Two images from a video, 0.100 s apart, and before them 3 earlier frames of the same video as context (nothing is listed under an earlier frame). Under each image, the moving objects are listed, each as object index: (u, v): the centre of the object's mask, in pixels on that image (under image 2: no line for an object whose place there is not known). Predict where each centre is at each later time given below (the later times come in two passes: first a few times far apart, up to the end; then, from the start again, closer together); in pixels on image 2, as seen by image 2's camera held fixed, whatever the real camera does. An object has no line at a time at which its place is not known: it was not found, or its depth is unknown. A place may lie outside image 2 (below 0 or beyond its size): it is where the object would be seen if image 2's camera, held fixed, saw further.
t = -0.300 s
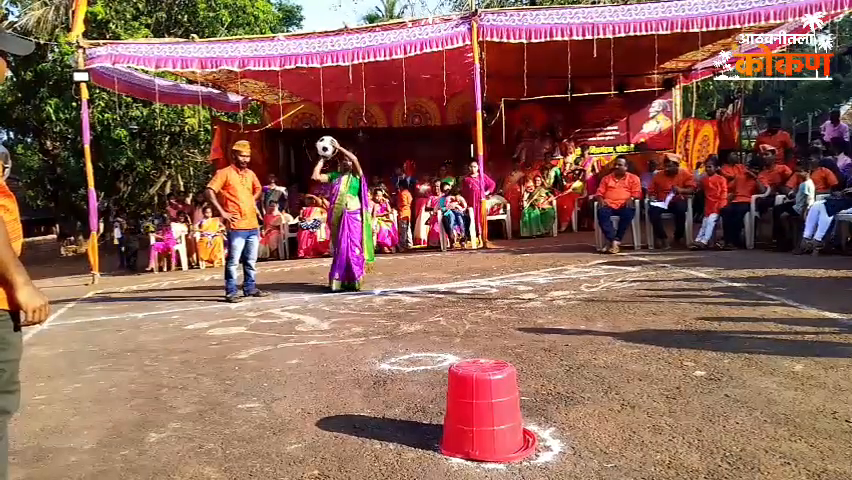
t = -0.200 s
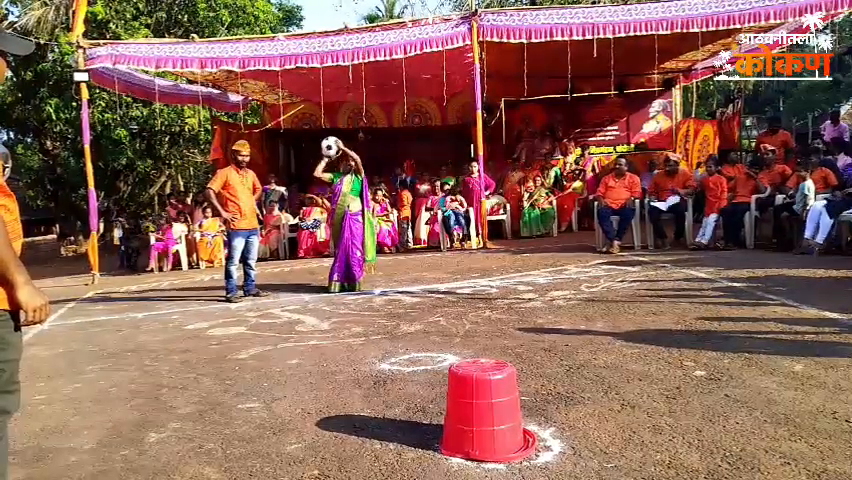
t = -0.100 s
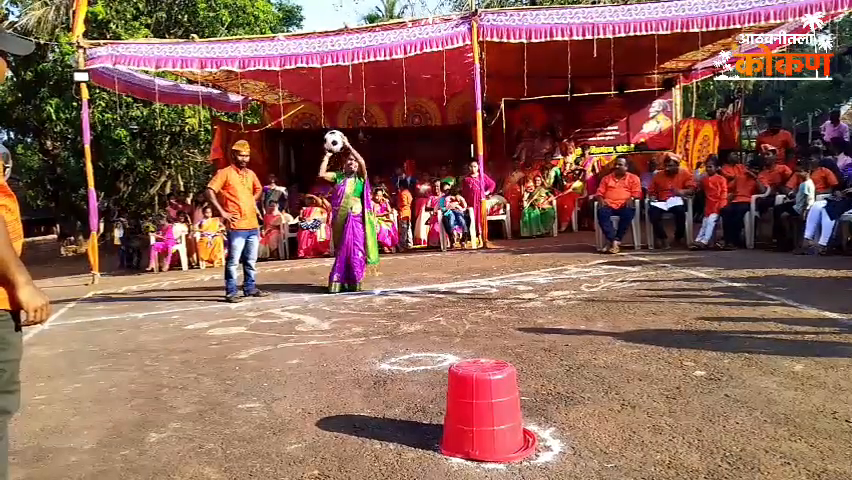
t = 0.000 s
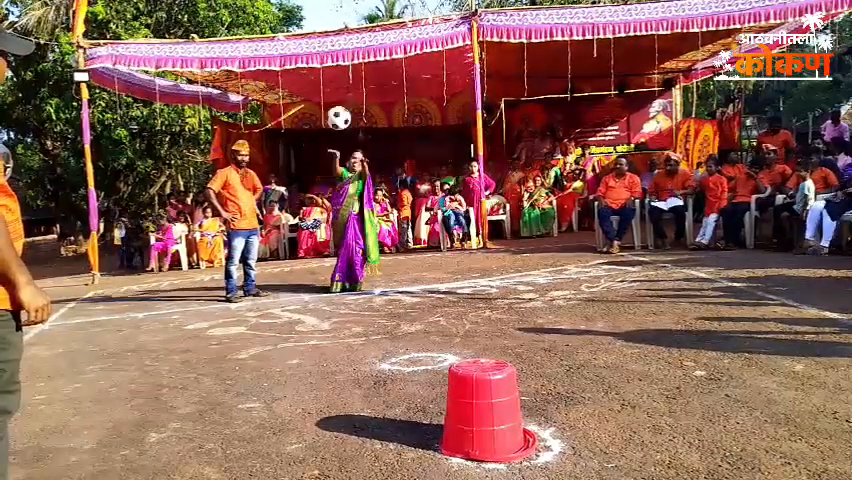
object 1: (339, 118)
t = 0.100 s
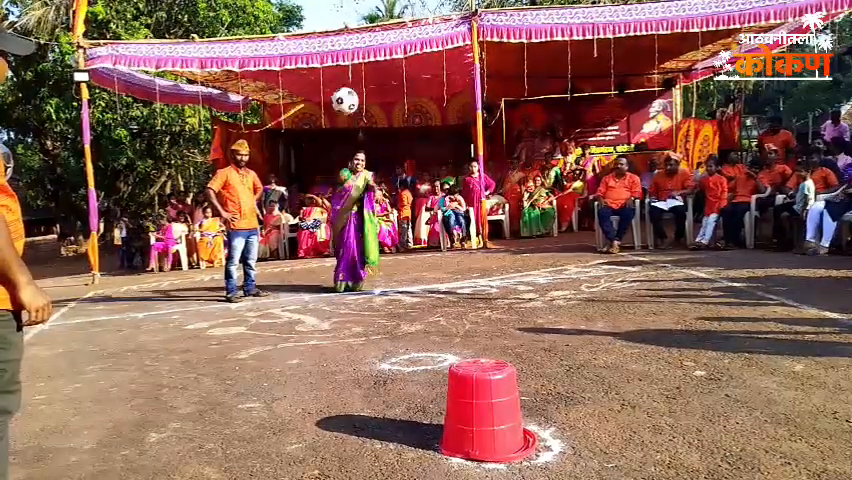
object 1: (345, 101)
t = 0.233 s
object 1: (357, 95)
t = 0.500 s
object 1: (395, 184)
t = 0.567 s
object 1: (420, 289)
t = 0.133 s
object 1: (348, 97)
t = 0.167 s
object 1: (350, 95)
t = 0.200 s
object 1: (354, 95)
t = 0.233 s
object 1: (357, 95)
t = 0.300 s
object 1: (364, 101)
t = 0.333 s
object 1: (369, 107)
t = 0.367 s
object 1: (373, 116)
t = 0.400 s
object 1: (377, 127)
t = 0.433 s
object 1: (382, 142)
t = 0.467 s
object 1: (389, 160)
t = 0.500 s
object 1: (395, 184)
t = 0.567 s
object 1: (420, 289)
